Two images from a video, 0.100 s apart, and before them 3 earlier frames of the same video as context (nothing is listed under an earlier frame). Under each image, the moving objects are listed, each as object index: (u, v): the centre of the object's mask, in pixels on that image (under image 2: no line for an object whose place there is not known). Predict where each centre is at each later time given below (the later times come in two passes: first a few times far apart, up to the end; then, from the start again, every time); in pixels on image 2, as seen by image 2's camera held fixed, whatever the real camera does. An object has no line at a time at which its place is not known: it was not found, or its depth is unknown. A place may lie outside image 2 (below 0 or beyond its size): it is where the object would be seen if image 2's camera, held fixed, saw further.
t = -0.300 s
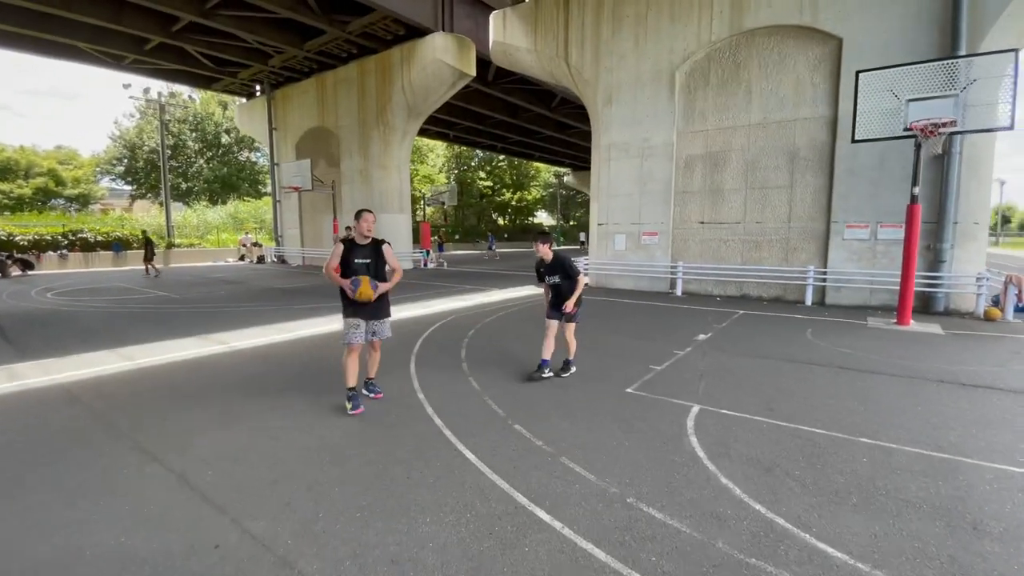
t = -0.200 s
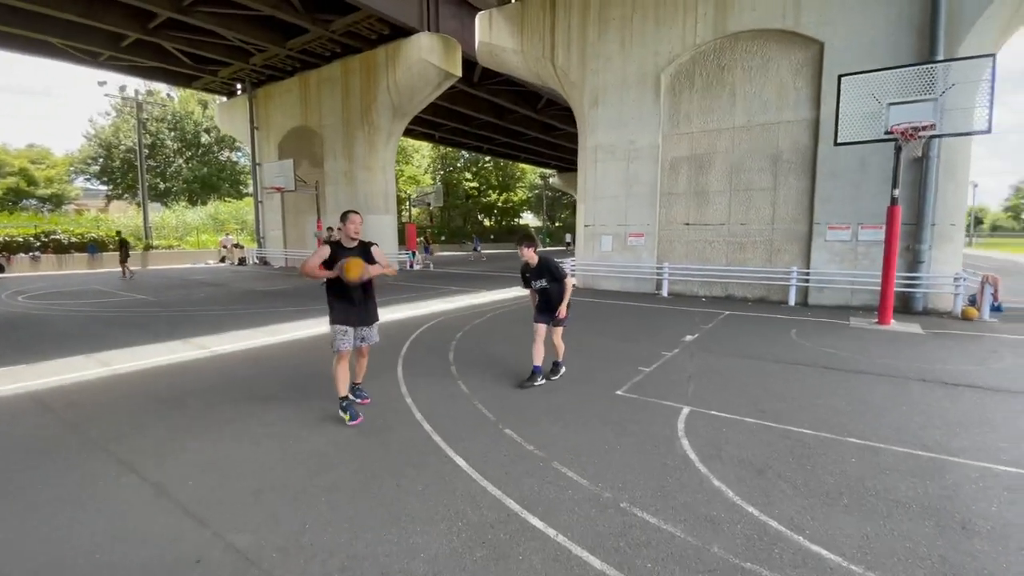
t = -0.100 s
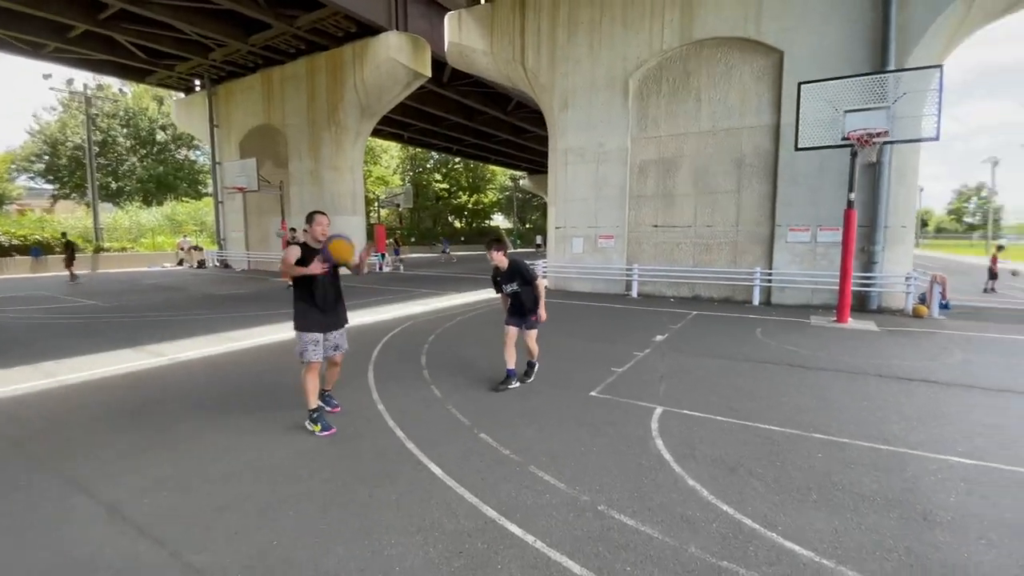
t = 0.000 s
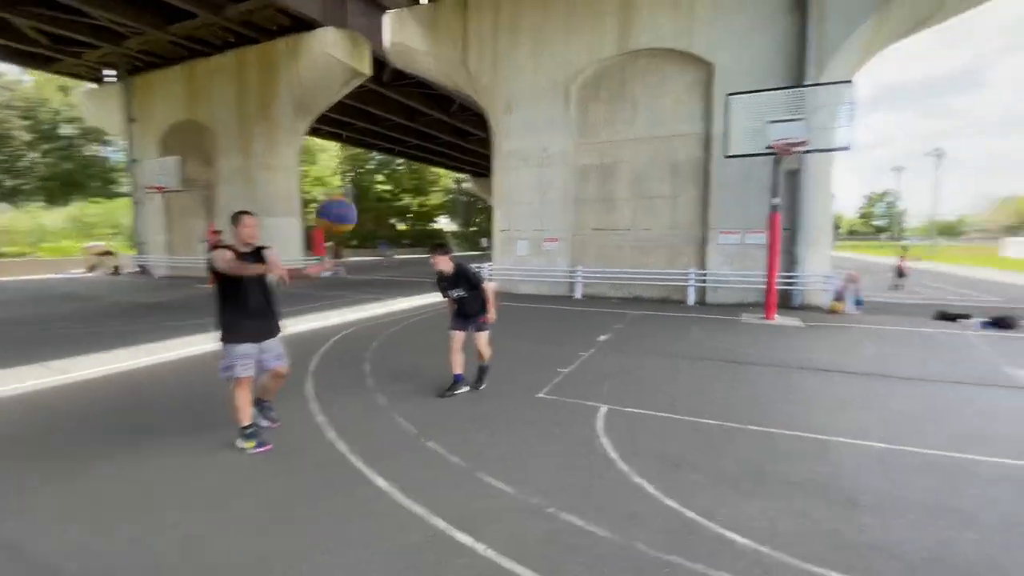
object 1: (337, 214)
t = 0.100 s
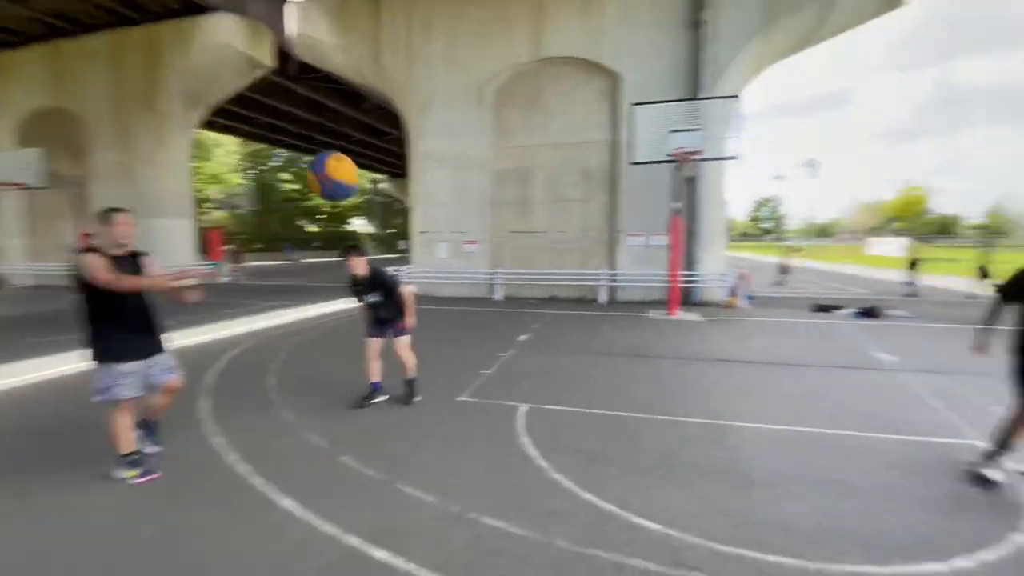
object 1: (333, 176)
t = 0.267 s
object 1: (590, 134)
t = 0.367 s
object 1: (846, 143)
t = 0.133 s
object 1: (371, 164)
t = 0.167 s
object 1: (416, 154)
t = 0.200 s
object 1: (466, 145)
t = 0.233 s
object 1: (525, 139)
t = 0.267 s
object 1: (590, 134)
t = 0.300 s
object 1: (665, 133)
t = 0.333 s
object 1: (749, 136)
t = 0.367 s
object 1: (846, 143)
